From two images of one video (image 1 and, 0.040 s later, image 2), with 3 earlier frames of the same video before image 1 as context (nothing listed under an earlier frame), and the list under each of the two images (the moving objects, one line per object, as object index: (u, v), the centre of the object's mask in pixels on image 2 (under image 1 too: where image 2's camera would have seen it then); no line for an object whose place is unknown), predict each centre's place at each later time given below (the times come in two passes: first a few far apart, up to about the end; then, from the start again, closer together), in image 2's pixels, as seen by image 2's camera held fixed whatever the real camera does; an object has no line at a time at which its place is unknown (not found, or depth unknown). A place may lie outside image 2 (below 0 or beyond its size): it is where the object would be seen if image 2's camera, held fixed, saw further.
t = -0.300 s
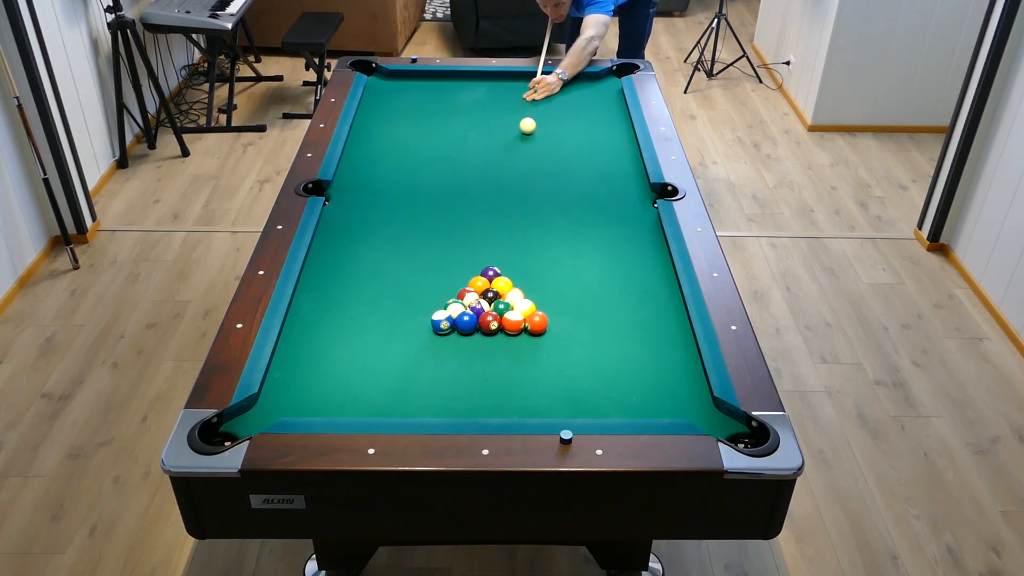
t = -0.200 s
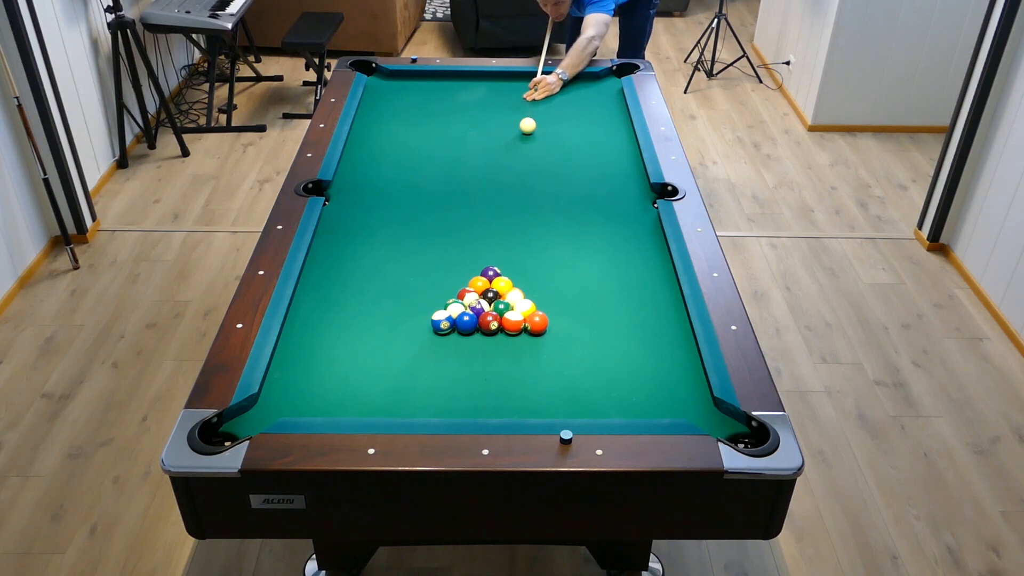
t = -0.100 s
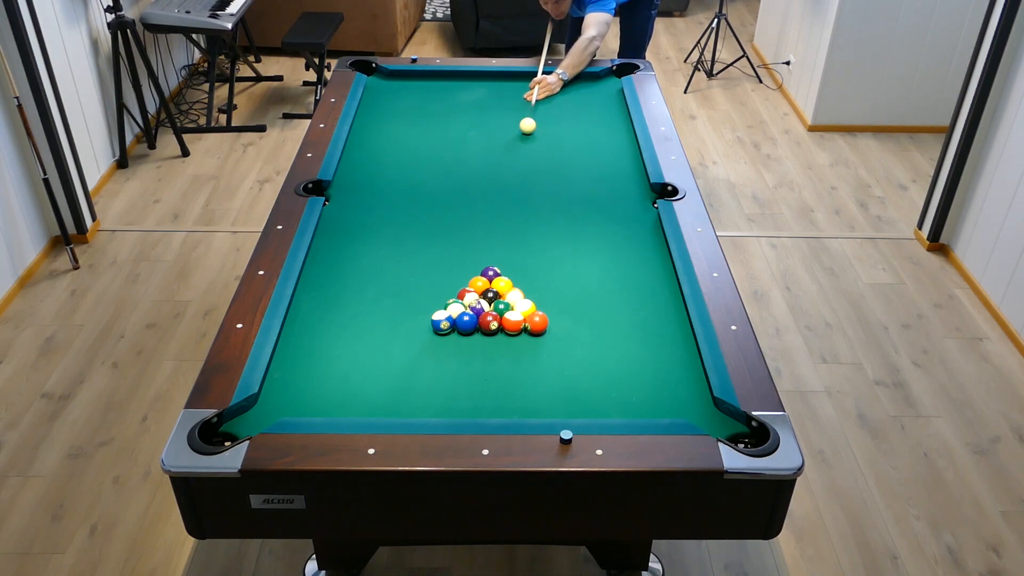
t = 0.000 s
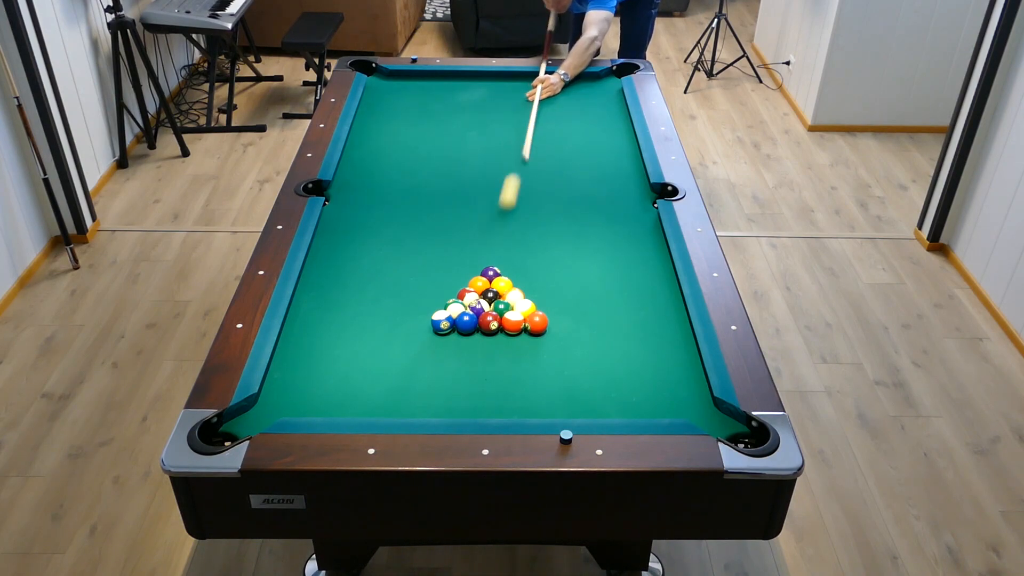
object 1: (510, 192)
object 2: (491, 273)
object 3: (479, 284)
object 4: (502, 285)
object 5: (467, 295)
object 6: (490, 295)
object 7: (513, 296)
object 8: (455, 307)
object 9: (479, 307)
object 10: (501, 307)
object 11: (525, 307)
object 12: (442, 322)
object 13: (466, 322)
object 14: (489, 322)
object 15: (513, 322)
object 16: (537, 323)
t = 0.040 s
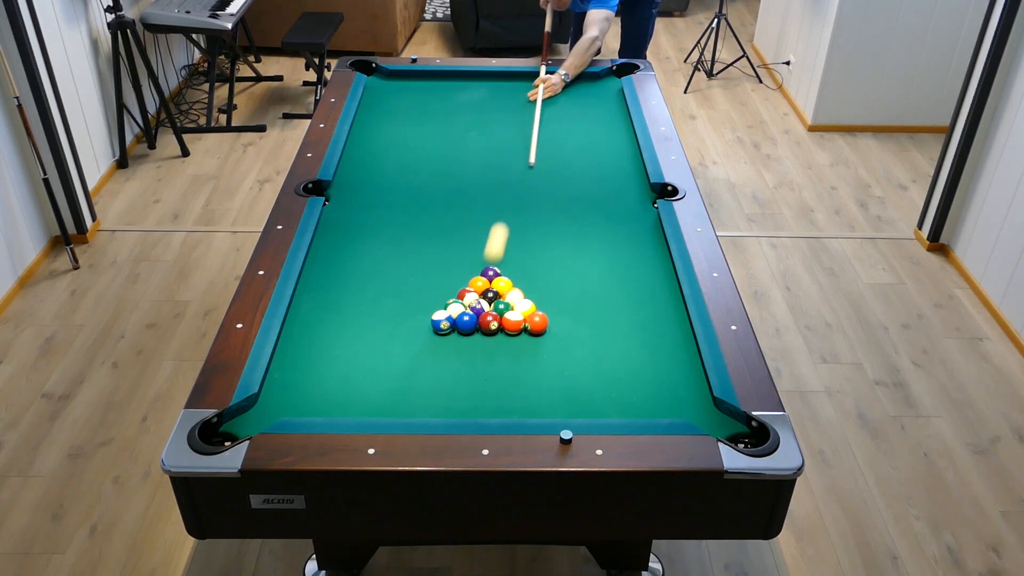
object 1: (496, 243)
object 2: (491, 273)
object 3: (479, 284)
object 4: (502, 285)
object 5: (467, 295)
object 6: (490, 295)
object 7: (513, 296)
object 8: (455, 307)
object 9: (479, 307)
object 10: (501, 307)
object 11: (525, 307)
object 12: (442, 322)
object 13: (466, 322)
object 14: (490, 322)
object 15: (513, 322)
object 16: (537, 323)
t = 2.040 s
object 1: (431, 166)
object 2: (634, 162)
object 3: (399, 177)
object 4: (614, 216)
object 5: (419, 224)
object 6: (522, 233)
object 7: (558, 287)
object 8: (368, 370)
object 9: (464, 290)
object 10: (598, 297)
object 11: (560, 261)
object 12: (594, 107)
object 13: (312, 293)
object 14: (400, 276)
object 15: (593, 371)
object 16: (605, 122)
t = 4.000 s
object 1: (530, 147)
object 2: (590, 131)
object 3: (441, 167)
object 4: (564, 200)
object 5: (502, 191)
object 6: (523, 227)
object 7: (526, 280)
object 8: (359, 375)
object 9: (468, 288)
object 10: (576, 289)
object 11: (546, 256)
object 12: (587, 79)
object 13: (360, 250)
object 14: (344, 226)
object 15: (593, 371)
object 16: (423, 99)
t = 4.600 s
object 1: (542, 145)
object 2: (587, 130)
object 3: (441, 167)
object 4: (563, 200)
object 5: (510, 189)
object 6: (523, 227)
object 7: (526, 280)
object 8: (359, 375)
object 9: (468, 288)
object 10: (576, 289)
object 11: (546, 256)
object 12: (587, 78)
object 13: (363, 248)
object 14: (339, 222)
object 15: (593, 371)
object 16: (387, 94)
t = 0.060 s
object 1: (490, 257)
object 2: (491, 273)
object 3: (477, 284)
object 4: (503, 284)
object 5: (466, 295)
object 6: (490, 295)
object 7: (514, 296)
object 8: (454, 308)
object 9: (478, 308)
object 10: (501, 307)
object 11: (527, 308)
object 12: (434, 327)
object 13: (464, 324)
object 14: (489, 324)
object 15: (514, 324)
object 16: (542, 326)
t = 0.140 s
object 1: (473, 231)
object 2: (500, 269)
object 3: (460, 277)
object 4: (517, 280)
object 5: (444, 294)
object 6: (493, 294)
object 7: (518, 297)
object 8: (449, 314)
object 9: (475, 309)
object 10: (517, 319)
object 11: (541, 307)
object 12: (348, 405)
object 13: (448, 341)
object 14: (483, 345)
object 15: (528, 354)
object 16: (593, 372)
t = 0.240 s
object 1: (455, 224)
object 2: (510, 264)
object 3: (442, 267)
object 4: (532, 277)
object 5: (423, 291)
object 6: (496, 289)
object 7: (522, 296)
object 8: (443, 318)
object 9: (472, 307)
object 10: (532, 326)
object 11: (556, 303)
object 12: (315, 354)
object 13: (429, 360)
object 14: (476, 368)
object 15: (544, 390)
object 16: (648, 398)
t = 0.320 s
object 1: (440, 212)
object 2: (519, 257)
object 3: (429, 259)
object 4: (543, 273)
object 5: (407, 288)
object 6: (498, 285)
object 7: (526, 295)
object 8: (438, 322)
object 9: (469, 306)
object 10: (545, 332)
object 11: (569, 301)
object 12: (297, 315)
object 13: (414, 375)
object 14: (471, 387)
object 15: (556, 407)
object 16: (668, 371)
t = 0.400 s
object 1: (426, 205)
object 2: (527, 251)
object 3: (416, 252)
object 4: (554, 269)
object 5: (391, 286)
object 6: (500, 281)
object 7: (530, 294)
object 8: (434, 325)
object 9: (467, 305)
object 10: (557, 338)
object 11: (580, 298)
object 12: (319, 285)
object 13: (398, 391)
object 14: (465, 405)
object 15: (563, 391)
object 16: (684, 349)
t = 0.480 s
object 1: (413, 198)
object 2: (534, 245)
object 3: (404, 245)
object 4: (564, 265)
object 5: (375, 283)
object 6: (503, 278)
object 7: (533, 293)
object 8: (429, 328)
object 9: (465, 304)
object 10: (569, 344)
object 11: (592, 296)
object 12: (343, 257)
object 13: (382, 405)
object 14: (461, 404)
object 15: (570, 378)
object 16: (670, 328)
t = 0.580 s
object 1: (397, 190)
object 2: (543, 238)
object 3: (389, 237)
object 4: (576, 261)
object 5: (356, 280)
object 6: (505, 274)
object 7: (537, 292)
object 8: (424, 332)
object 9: (462, 303)
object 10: (587, 347)
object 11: (606, 293)
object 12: (369, 228)
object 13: (371, 401)
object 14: (457, 392)
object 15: (578, 366)
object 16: (650, 305)
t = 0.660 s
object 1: (385, 186)
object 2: (550, 233)
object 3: (377, 230)
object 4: (586, 257)
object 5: (340, 278)
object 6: (507, 270)
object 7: (539, 291)
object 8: (420, 335)
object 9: (460, 303)
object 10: (602, 343)
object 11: (613, 291)
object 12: (387, 205)
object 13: (364, 393)
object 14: (454, 382)
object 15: (580, 367)
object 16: (638, 287)
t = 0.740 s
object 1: (372, 185)
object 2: (557, 227)
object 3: (366, 224)
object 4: (596, 254)
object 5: (326, 275)
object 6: (508, 267)
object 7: (542, 291)
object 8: (416, 338)
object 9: (458, 302)
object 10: (617, 338)
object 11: (607, 288)
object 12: (404, 186)
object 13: (359, 385)
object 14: (452, 372)
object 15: (583, 368)
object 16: (640, 271)
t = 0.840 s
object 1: (357, 184)
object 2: (565, 220)
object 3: (353, 216)
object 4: (607, 249)
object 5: (311, 271)
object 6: (510, 263)
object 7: (545, 290)
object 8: (411, 342)
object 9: (457, 302)
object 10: (635, 333)
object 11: (601, 285)
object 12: (424, 163)
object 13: (351, 375)
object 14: (449, 361)
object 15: (585, 368)
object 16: (640, 252)
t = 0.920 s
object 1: (344, 183)
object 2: (571, 215)
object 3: (343, 211)
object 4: (616, 246)
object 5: (321, 268)
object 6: (511, 260)
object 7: (547, 289)
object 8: (407, 345)
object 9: (455, 300)
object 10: (649, 329)
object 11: (597, 283)
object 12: (438, 146)
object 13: (346, 368)
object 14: (446, 353)
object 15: (587, 368)
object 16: (640, 238)
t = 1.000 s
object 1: (344, 182)
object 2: (577, 211)
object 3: (333, 205)
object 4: (624, 243)
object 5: (330, 264)
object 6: (512, 258)
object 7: (549, 289)
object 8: (403, 346)
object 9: (454, 300)
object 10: (662, 325)
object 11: (594, 281)
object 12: (452, 131)
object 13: (340, 361)
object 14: (444, 344)
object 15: (589, 369)
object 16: (640, 225)
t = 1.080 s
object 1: (351, 181)
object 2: (583, 206)
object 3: (340, 201)
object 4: (632, 240)
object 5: (338, 260)
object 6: (514, 255)
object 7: (551, 288)
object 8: (400, 348)
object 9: (453, 299)
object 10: (676, 321)
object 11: (590, 279)
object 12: (464, 116)
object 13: (335, 354)
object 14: (441, 336)
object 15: (590, 369)
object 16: (639, 212)
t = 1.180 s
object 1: (359, 181)
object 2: (590, 200)
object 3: (349, 197)
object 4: (642, 236)
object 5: (348, 255)
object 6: (515, 252)
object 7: (553, 288)
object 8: (396, 351)
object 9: (452, 299)
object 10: (671, 318)
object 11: (586, 277)
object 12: (478, 99)
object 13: (329, 346)
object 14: (439, 327)
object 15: (591, 370)
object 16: (639, 197)
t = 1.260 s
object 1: (366, 180)
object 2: (595, 196)
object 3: (355, 194)
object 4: (650, 234)
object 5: (355, 252)
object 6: (516, 250)
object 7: (554, 287)
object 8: (392, 353)
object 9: (451, 299)
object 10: (663, 315)
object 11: (583, 275)
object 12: (489, 87)
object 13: (324, 340)
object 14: (437, 320)
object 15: (592, 370)
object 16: (639, 186)
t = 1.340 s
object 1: (373, 179)
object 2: (600, 191)
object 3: (362, 190)
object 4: (653, 231)
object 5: (363, 249)
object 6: (517, 248)
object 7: (556, 287)
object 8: (389, 356)
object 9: (451, 298)
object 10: (656, 313)
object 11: (580, 273)
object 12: (498, 75)
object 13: (320, 334)
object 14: (435, 313)
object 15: (593, 370)
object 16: (639, 175)
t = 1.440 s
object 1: (381, 178)
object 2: (606, 187)
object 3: (369, 187)
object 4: (646, 229)
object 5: (372, 245)
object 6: (518, 245)
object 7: (557, 286)
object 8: (386, 358)
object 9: (452, 297)
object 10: (647, 310)
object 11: (576, 271)
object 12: (518, 83)
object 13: (314, 327)
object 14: (431, 306)
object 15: (593, 370)
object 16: (634, 163)
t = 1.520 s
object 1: (388, 176)
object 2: (611, 183)
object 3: (374, 185)
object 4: (642, 226)
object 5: (379, 241)
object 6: (519, 243)
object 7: (557, 286)
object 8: (383, 360)
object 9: (454, 297)
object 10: (639, 308)
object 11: (574, 270)
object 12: (534, 90)
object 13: (310, 321)
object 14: (426, 301)
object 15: (594, 371)
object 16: (630, 154)
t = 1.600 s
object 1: (395, 175)
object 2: (615, 179)
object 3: (378, 184)
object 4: (637, 224)
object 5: (385, 239)
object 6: (520, 241)
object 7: (558, 286)
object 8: (380, 362)
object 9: (456, 296)
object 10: (632, 306)
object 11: (571, 268)
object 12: (550, 96)
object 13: (306, 316)
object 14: (422, 297)
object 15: (594, 371)
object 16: (626, 145)
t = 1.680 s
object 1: (402, 173)
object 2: (620, 176)
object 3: (383, 182)
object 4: (632, 223)
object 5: (392, 236)
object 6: (520, 239)
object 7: (558, 286)
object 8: (378, 364)
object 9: (458, 294)
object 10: (626, 304)
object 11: (569, 266)
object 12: (567, 102)
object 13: (303, 311)
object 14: (418, 293)
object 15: (593, 371)
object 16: (622, 137)
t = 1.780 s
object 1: (410, 171)
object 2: (625, 172)
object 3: (387, 181)
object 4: (627, 221)
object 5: (400, 232)
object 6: (521, 238)
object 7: (558, 286)
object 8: (374, 366)
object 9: (460, 293)
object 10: (618, 302)
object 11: (566, 265)
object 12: (587, 110)
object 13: (300, 306)
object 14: (413, 287)
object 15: (593, 370)
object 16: (617, 127)
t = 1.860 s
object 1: (417, 170)
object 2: (629, 168)
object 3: (391, 179)
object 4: (623, 219)
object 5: (405, 230)
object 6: (521, 236)
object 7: (558, 286)
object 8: (372, 367)
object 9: (462, 292)
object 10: (611, 300)
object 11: (564, 264)
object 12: (602, 115)
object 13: (304, 302)
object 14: (409, 284)
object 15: (593, 370)
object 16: (616, 121)
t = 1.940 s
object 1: (423, 168)
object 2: (633, 165)
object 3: (395, 178)
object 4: (619, 218)
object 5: (411, 227)
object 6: (522, 235)
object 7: (558, 287)
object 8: (370, 368)
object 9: (463, 291)
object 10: (605, 298)
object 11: (562, 263)
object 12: (596, 111)
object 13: (307, 298)
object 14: (405, 280)
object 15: (593, 371)
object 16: (619, 123)
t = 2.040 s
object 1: (431, 166)
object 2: (634, 162)
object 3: (399, 177)
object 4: (614, 216)
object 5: (419, 224)
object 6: (522, 233)
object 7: (558, 287)
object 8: (368, 370)
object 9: (464, 290)
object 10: (598, 297)
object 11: (560, 261)
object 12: (594, 107)
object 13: (312, 293)
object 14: (400, 276)
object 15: (593, 371)
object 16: (605, 122)
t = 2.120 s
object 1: (437, 165)
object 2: (631, 160)
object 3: (402, 176)
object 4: (610, 215)
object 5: (424, 222)
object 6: (522, 232)
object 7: (558, 287)
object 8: (366, 371)
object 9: (465, 290)
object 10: (593, 295)
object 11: (558, 260)
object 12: (593, 105)
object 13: (315, 290)
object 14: (396, 272)
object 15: (593, 370)
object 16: (596, 121)
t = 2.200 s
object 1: (443, 164)
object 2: (628, 158)
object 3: (406, 175)
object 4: (607, 213)
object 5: (429, 220)
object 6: (522, 231)
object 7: (558, 287)
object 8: (364, 372)
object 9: (466, 289)
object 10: (587, 294)
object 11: (556, 260)
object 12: (593, 103)
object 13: (318, 287)
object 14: (392, 269)
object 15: (593, 370)
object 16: (586, 120)
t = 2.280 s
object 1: (448, 162)
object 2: (625, 156)
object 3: (409, 174)
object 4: (603, 212)
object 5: (434, 218)
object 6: (523, 230)
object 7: (557, 287)
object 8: (363, 372)
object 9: (467, 288)
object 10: (582, 292)
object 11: (554, 259)
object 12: (592, 102)
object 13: (321, 284)
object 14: (389, 266)
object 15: (593, 371)
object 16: (577, 118)
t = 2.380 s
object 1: (455, 161)
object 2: (622, 153)
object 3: (412, 173)
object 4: (599, 210)
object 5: (440, 215)
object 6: (523, 229)
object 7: (555, 286)
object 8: (362, 373)
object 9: (468, 288)
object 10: (579, 291)
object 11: (553, 258)
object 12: (592, 99)
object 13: (325, 280)
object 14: (385, 262)
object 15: (593, 371)
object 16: (566, 117)
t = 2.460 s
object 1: (460, 160)
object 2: (620, 152)
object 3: (415, 172)
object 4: (596, 209)
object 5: (444, 213)
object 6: (523, 229)
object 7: (552, 285)
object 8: (361, 374)
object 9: (468, 288)
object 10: (578, 290)
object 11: (551, 258)
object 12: (592, 98)
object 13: (328, 278)
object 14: (382, 259)
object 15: (593, 370)
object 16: (557, 116)
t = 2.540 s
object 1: (465, 159)
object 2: (617, 150)
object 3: (418, 172)
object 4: (594, 208)
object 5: (449, 211)
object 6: (523, 228)
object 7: (549, 285)
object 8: (360, 375)
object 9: (468, 288)
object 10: (578, 290)
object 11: (550, 257)
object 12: (591, 96)
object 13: (330, 275)
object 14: (379, 257)
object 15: (593, 370)
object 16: (549, 114)
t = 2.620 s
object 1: (470, 158)
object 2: (615, 148)
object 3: (420, 171)
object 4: (591, 207)
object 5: (453, 210)
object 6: (523, 228)
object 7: (546, 284)
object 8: (360, 375)
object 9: (468, 288)
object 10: (577, 290)
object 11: (549, 257)
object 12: (591, 95)
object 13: (333, 273)
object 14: (376, 254)
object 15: (593, 370)
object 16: (540, 113)
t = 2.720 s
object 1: (476, 157)
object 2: (612, 146)
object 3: (423, 170)
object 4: (587, 206)
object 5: (458, 208)
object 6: (523, 227)
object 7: (543, 284)
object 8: (359, 375)
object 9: (468, 287)
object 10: (577, 289)
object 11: (548, 256)
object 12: (591, 93)
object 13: (336, 270)
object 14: (373, 251)
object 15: (593, 370)
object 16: (530, 112)
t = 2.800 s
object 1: (481, 156)
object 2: (610, 145)
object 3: (425, 170)
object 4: (585, 205)
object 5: (462, 206)
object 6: (523, 227)
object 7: (540, 283)
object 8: (359, 375)
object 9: (468, 288)
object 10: (576, 289)
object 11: (547, 256)
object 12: (590, 92)
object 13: (338, 268)
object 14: (370, 249)
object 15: (593, 370)
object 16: (522, 110)
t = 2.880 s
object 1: (485, 155)
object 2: (608, 143)
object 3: (427, 169)
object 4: (582, 204)
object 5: (466, 205)
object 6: (523, 227)
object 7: (539, 282)
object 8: (359, 375)
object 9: (468, 288)
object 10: (576, 289)
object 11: (547, 256)
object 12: (590, 90)
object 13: (340, 266)
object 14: (368, 247)
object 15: (593, 370)
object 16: (514, 110)
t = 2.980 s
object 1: (490, 154)
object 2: (606, 141)
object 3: (430, 169)
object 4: (580, 203)
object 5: (471, 203)
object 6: (523, 227)
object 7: (536, 282)
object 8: (359, 375)
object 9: (468, 288)
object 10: (576, 290)
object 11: (546, 256)
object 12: (589, 89)
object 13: (343, 264)
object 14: (364, 244)
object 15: (593, 371)
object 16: (505, 108)
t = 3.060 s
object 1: (494, 153)
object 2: (604, 140)
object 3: (431, 168)
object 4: (578, 203)
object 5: (474, 202)
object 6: (523, 227)
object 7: (535, 281)
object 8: (359, 375)
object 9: (468, 288)
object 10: (576, 290)
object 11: (546, 256)
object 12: (589, 88)
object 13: (345, 262)
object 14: (362, 242)
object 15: (593, 371)
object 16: (498, 108)
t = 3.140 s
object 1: (498, 152)
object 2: (602, 139)
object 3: (433, 168)
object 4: (576, 202)
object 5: (477, 201)
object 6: (523, 227)
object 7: (533, 281)
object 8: (359, 375)
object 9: (468, 288)
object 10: (576, 290)
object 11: (546, 255)
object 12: (589, 87)
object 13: (347, 261)
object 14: (360, 240)
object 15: (593, 371)
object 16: (490, 107)
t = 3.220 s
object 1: (502, 152)
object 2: (601, 138)
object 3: (435, 168)
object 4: (574, 202)
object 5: (480, 199)
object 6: (523, 227)
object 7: (531, 281)
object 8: (359, 375)
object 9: (468, 288)
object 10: (576, 290)
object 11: (546, 256)
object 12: (589, 86)
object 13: (348, 259)
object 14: (358, 238)
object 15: (593, 371)
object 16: (483, 106)
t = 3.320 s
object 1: (506, 151)
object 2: (599, 137)
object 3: (436, 167)
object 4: (572, 201)
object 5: (484, 198)
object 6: (523, 227)
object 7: (530, 280)
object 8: (359, 375)
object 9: (468, 288)
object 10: (576, 290)
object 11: (546, 256)
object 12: (589, 84)
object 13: (351, 257)
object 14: (356, 236)
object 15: (593, 371)
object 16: (475, 105)
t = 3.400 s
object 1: (510, 150)
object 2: (597, 136)
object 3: (437, 167)
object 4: (570, 201)
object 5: (486, 197)
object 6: (523, 227)
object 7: (529, 280)
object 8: (359, 375)
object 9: (468, 288)
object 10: (576, 290)
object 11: (546, 256)
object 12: (589, 83)
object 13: (352, 256)
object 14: (354, 235)
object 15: (593, 371)
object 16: (468, 104)
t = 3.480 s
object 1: (513, 150)
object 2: (596, 135)
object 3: (438, 167)
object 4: (569, 200)
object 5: (489, 196)
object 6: (523, 227)
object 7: (528, 280)
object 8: (359, 375)
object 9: (468, 288)
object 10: (576, 290)
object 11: (546, 256)
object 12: (588, 83)
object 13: (354, 255)
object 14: (352, 233)
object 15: (593, 371)
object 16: (462, 103)
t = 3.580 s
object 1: (517, 149)
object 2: (594, 134)
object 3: (439, 167)
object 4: (567, 200)
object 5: (491, 195)
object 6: (523, 227)
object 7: (527, 280)
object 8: (359, 375)
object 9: (468, 288)
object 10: (576, 289)
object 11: (546, 256)
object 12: (588, 82)
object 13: (356, 254)
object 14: (350, 231)
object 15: (593, 371)
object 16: (454, 102)
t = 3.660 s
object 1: (520, 149)
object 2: (593, 134)
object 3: (440, 167)
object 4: (566, 200)
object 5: (493, 194)
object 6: (523, 227)
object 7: (526, 280)
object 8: (359, 375)
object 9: (468, 288)
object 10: (576, 289)
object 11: (546, 256)
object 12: (588, 81)
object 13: (357, 253)
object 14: (349, 230)
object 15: (593, 371)
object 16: (448, 101)
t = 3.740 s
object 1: (523, 148)
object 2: (592, 133)
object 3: (441, 167)
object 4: (565, 200)
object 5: (496, 193)
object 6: (523, 227)
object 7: (526, 280)
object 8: (359, 375)
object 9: (468, 288)
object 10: (576, 289)
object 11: (546, 256)
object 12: (588, 81)
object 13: (358, 252)
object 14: (348, 229)
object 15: (593, 371)
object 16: (442, 101)
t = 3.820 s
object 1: (525, 148)
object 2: (591, 132)
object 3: (441, 167)
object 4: (565, 199)
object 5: (498, 192)
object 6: (523, 227)
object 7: (526, 280)
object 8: (359, 375)
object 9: (468, 288)
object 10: (576, 289)
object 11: (546, 256)
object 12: (588, 80)
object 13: (359, 251)
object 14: (347, 228)
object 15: (593, 371)
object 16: (436, 100)
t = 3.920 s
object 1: (528, 147)
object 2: (590, 132)
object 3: (441, 166)
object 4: (564, 199)
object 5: (500, 192)
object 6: (523, 227)
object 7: (526, 280)
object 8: (359, 375)
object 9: (468, 288)
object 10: (576, 290)
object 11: (546, 256)
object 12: (587, 80)
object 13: (360, 250)
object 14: (345, 227)
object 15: (593, 371)
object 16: (429, 99)
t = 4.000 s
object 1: (530, 147)
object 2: (590, 131)
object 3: (441, 167)
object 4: (564, 200)
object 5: (502, 191)
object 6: (523, 227)
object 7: (526, 280)
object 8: (359, 375)
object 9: (468, 288)
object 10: (576, 289)
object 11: (546, 256)
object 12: (587, 79)
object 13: (360, 250)
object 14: (344, 226)
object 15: (593, 371)
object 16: (423, 99)
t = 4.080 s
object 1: (532, 147)
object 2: (589, 131)
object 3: (441, 167)
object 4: (563, 200)
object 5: (503, 190)
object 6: (523, 227)
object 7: (526, 280)
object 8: (359, 375)
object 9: (468, 288)
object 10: (576, 289)
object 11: (546, 256)
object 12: (587, 79)
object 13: (361, 249)
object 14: (343, 225)
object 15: (593, 371)
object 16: (418, 98)
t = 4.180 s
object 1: (535, 147)
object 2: (588, 131)
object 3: (441, 167)
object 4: (563, 200)
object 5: (505, 190)
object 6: (523, 227)
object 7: (526, 280)
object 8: (359, 375)
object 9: (468, 288)
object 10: (576, 289)
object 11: (546, 256)
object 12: (587, 79)
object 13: (361, 249)
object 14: (342, 224)
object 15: (593, 371)
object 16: (412, 97)
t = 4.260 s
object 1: (537, 146)
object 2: (588, 130)
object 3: (441, 167)
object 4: (563, 200)
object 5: (506, 189)
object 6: (523, 227)
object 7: (526, 280)
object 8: (359, 375)
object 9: (468, 288)
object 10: (576, 289)
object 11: (546, 256)
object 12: (587, 78)
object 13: (362, 249)
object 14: (342, 224)
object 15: (593, 371)
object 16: (407, 97)
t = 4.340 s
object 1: (538, 146)
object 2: (587, 130)
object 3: (441, 167)
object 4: (563, 200)
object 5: (507, 189)
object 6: (523, 227)
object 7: (526, 280)
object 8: (359, 375)
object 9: (468, 288)
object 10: (576, 289)
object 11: (546, 256)
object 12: (587, 78)
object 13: (362, 249)
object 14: (341, 223)
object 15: (593, 371)
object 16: (402, 96)
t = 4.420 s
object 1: (540, 146)
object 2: (587, 130)
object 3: (441, 167)
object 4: (563, 200)
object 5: (508, 189)
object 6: (523, 227)
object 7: (526, 280)
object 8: (359, 375)
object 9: (468, 288)
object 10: (576, 289)
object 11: (546, 256)
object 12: (587, 78)
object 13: (362, 249)
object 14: (340, 223)
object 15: (593, 371)
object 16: (397, 96)
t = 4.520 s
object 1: (541, 146)
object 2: (587, 130)
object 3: (441, 167)
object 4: (563, 200)
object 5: (509, 189)
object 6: (523, 227)
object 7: (526, 280)
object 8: (359, 375)
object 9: (468, 288)
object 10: (576, 289)
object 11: (546, 256)
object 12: (587, 78)
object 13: (363, 248)
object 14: (340, 223)
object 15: (593, 371)
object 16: (392, 95)
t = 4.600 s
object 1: (542, 145)
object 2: (587, 130)
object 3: (441, 167)
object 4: (563, 200)
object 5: (510, 189)
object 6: (523, 227)
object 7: (526, 280)
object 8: (359, 375)
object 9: (468, 288)
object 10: (576, 289)
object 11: (546, 256)
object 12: (587, 78)
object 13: (363, 248)
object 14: (339, 222)
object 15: (593, 371)
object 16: (387, 94)
